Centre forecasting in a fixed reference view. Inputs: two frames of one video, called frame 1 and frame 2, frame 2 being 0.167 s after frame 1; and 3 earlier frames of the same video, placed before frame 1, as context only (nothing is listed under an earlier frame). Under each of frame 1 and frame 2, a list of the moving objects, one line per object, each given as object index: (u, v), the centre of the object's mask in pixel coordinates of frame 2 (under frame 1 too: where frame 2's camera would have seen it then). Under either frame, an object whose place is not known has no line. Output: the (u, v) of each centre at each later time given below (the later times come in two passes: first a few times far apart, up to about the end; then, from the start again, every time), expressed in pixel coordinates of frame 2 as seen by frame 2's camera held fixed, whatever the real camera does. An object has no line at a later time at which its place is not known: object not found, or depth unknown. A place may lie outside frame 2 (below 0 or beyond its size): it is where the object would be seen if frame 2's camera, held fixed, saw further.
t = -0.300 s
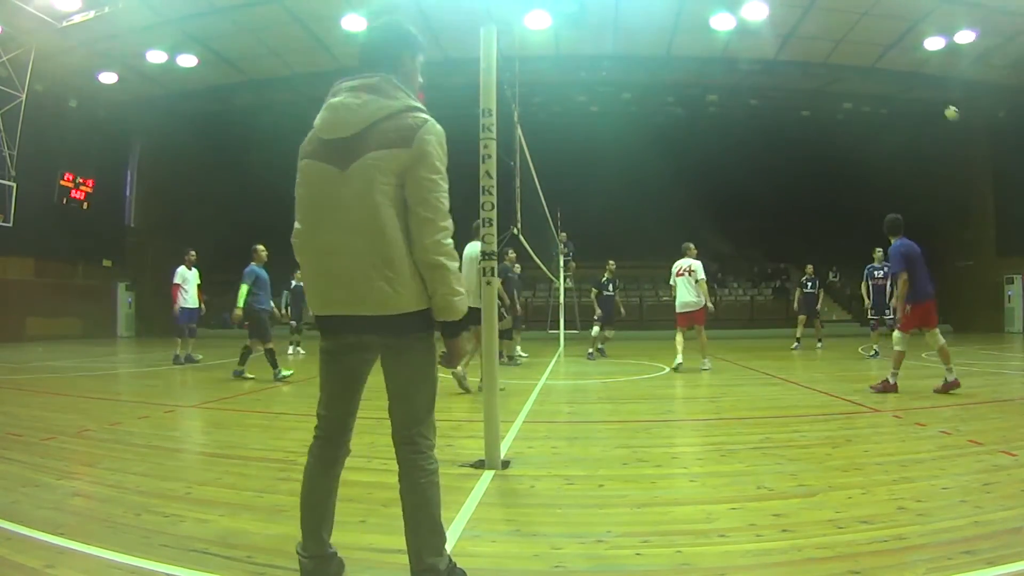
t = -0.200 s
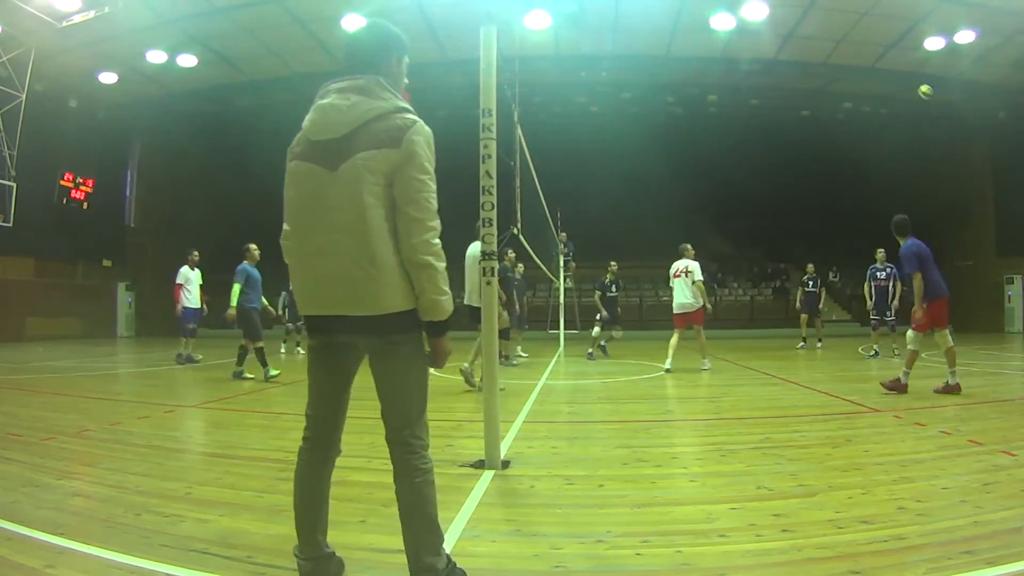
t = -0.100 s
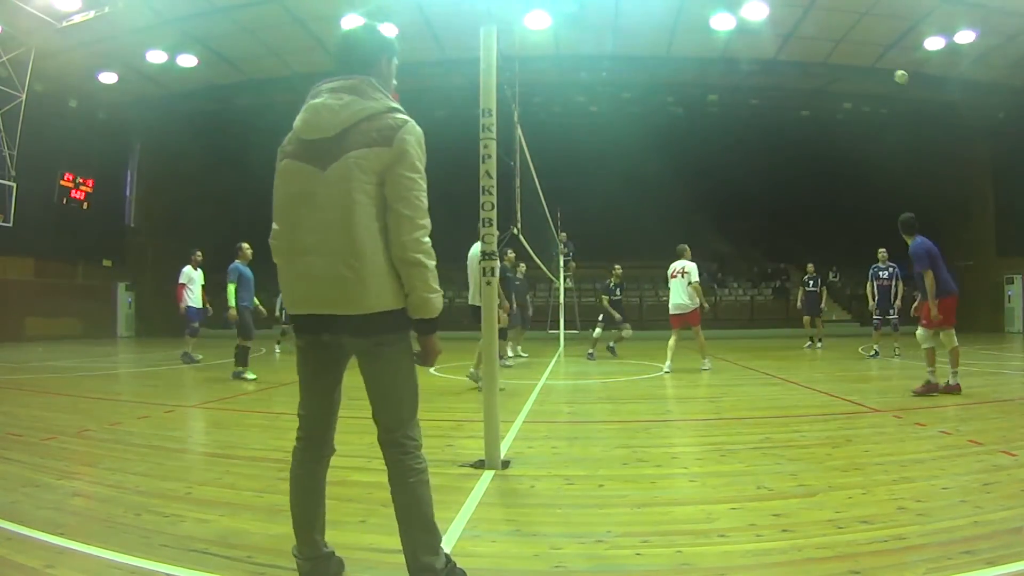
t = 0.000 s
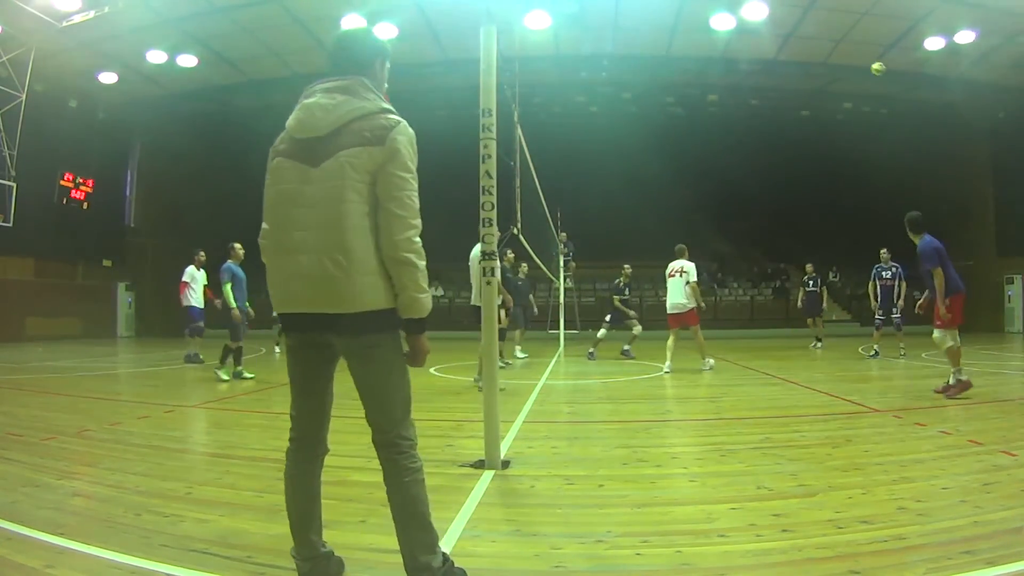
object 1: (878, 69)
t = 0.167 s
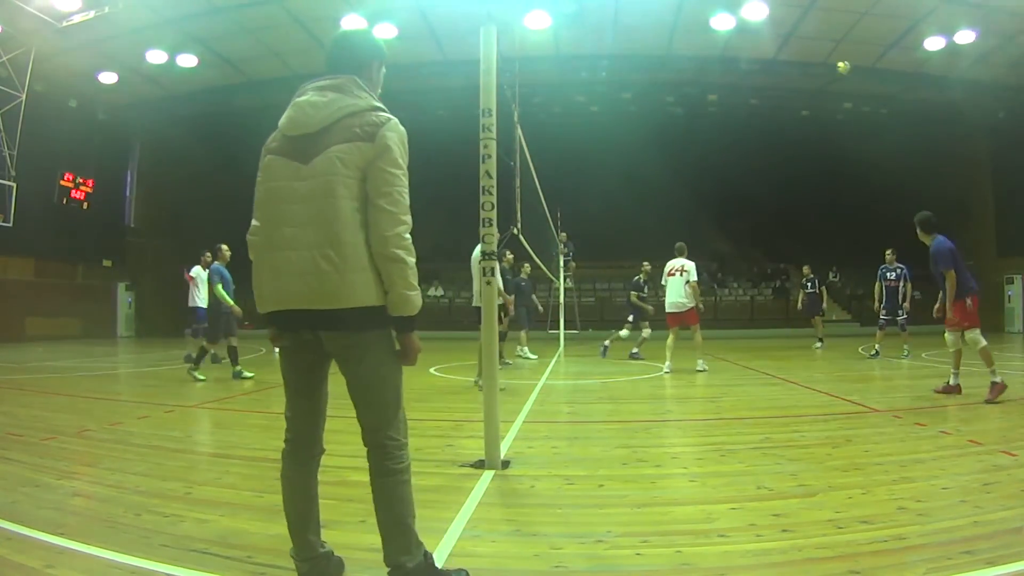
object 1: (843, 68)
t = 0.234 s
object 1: (830, 71)
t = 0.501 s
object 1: (784, 108)
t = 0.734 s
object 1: (746, 170)
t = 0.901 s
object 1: (719, 229)
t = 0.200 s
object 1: (837, 69)
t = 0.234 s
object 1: (830, 71)
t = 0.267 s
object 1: (824, 73)
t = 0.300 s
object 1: (818, 77)
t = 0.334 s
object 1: (812, 81)
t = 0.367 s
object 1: (806, 85)
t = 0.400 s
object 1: (800, 90)
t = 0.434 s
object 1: (795, 96)
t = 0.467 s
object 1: (789, 102)
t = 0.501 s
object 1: (784, 108)
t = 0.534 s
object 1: (778, 116)
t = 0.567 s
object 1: (773, 124)
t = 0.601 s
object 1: (767, 131)
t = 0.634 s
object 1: (762, 141)
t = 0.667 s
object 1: (756, 150)
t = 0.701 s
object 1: (751, 159)
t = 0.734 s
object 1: (746, 170)
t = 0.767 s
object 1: (741, 181)
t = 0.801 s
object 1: (735, 192)
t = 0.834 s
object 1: (730, 204)
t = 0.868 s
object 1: (725, 216)
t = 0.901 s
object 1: (719, 229)
